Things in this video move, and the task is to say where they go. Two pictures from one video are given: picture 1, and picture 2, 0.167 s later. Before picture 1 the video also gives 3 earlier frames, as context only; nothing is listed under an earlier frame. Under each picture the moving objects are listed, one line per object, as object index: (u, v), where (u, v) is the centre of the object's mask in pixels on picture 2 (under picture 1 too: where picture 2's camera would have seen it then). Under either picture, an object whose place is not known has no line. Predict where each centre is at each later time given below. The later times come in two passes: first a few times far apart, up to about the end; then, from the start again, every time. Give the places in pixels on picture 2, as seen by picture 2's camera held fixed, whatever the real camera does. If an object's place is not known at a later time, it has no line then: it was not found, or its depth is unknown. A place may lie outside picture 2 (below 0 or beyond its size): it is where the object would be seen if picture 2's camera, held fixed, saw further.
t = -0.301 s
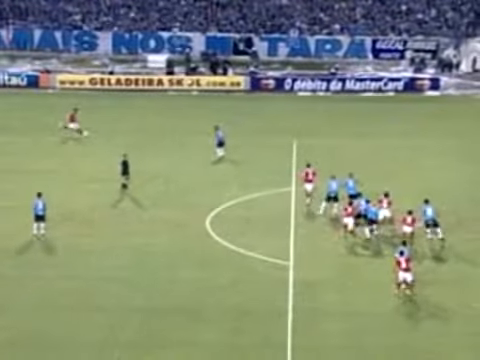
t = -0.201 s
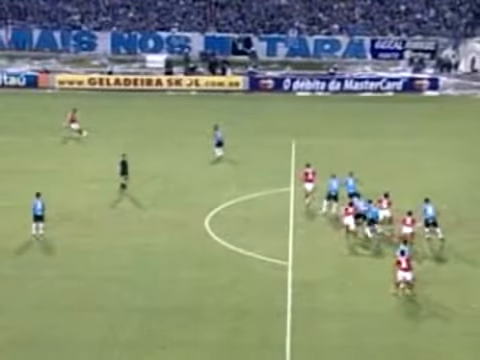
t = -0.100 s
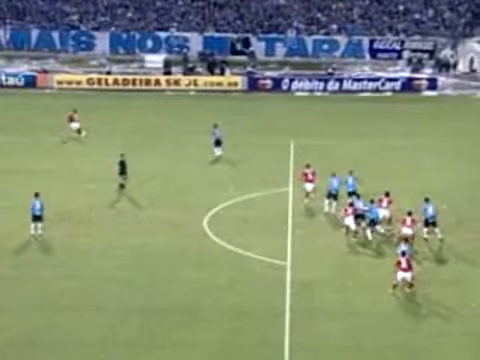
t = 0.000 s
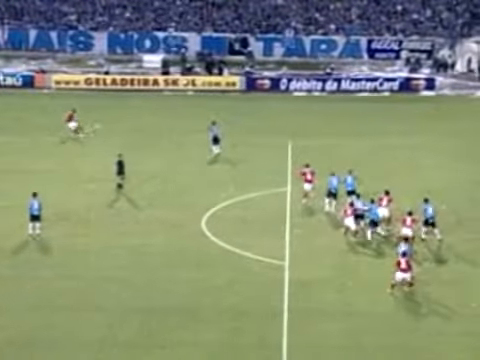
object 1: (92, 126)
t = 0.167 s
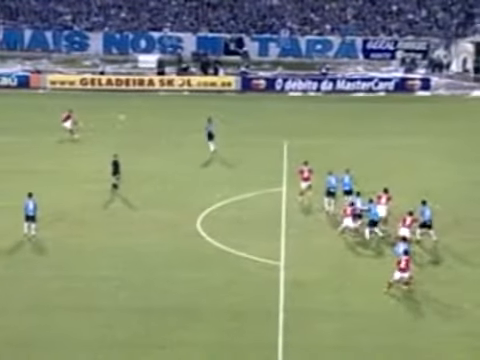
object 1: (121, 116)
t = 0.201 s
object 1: (125, 115)
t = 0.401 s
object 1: (161, 105)
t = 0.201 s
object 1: (125, 115)
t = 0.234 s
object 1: (132, 114)
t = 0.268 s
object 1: (138, 110)
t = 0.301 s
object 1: (143, 109)
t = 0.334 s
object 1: (150, 108)
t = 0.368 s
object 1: (155, 107)
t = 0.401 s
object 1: (161, 105)
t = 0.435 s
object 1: (167, 104)
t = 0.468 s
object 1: (172, 103)
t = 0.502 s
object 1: (178, 102)
